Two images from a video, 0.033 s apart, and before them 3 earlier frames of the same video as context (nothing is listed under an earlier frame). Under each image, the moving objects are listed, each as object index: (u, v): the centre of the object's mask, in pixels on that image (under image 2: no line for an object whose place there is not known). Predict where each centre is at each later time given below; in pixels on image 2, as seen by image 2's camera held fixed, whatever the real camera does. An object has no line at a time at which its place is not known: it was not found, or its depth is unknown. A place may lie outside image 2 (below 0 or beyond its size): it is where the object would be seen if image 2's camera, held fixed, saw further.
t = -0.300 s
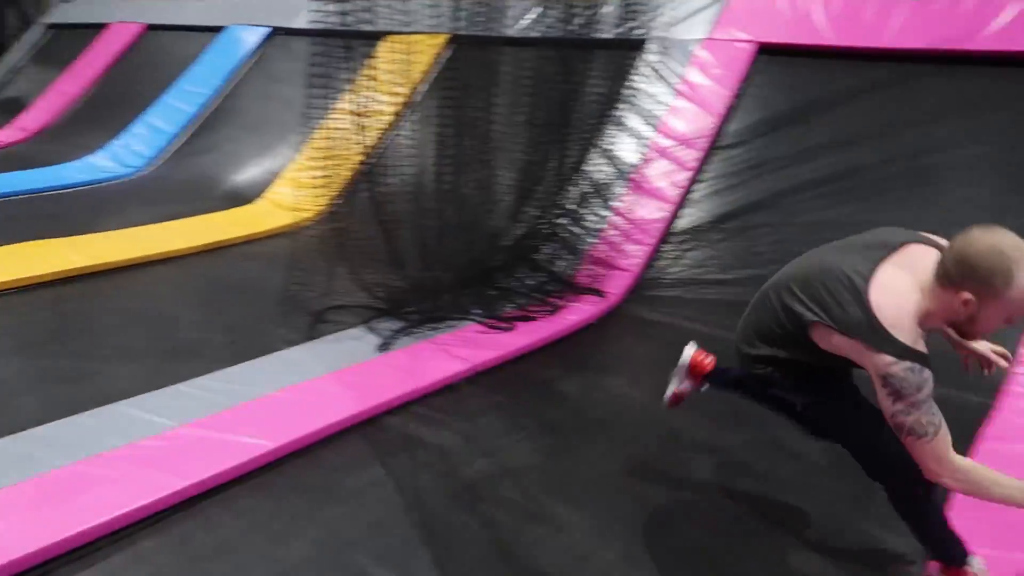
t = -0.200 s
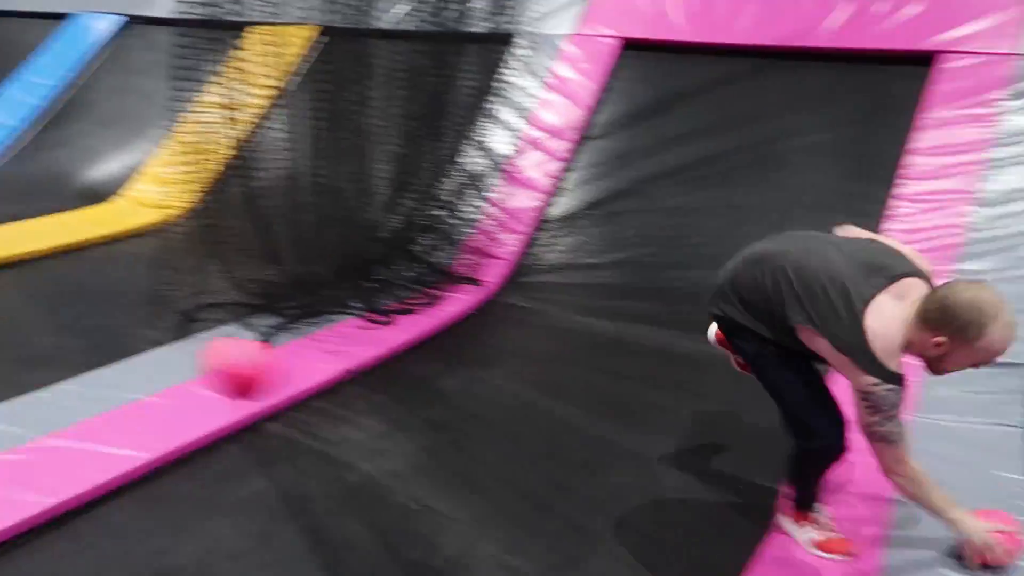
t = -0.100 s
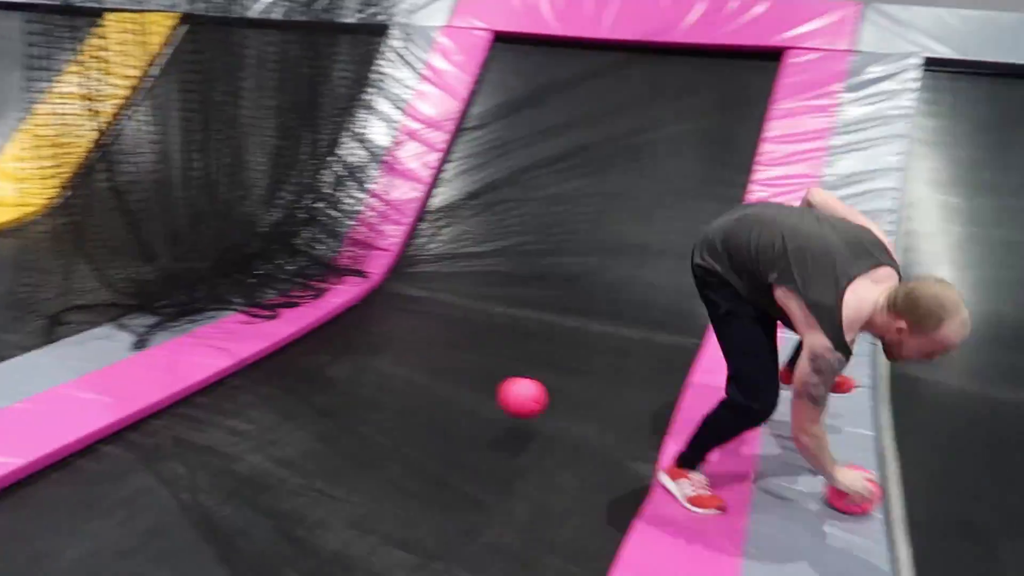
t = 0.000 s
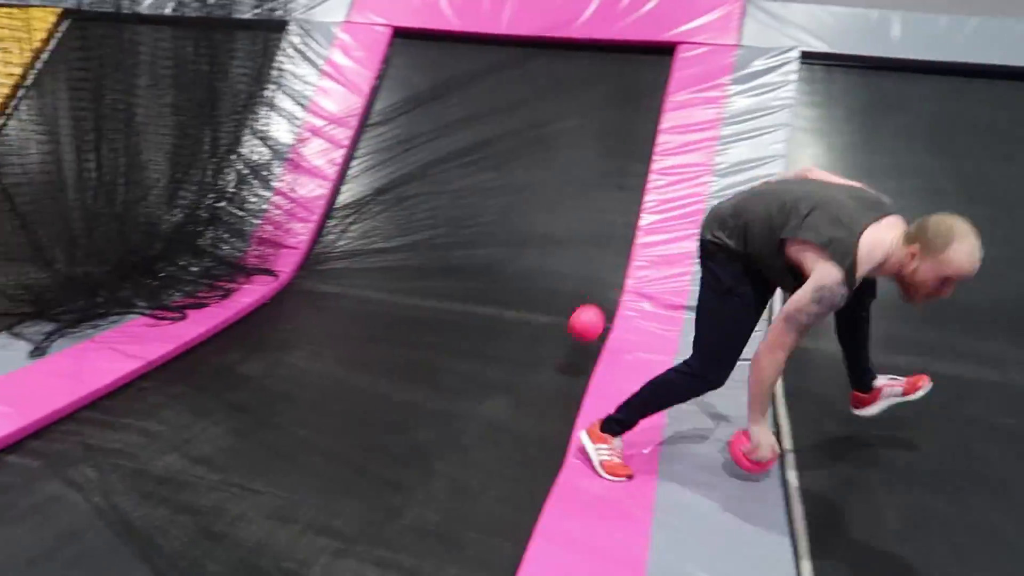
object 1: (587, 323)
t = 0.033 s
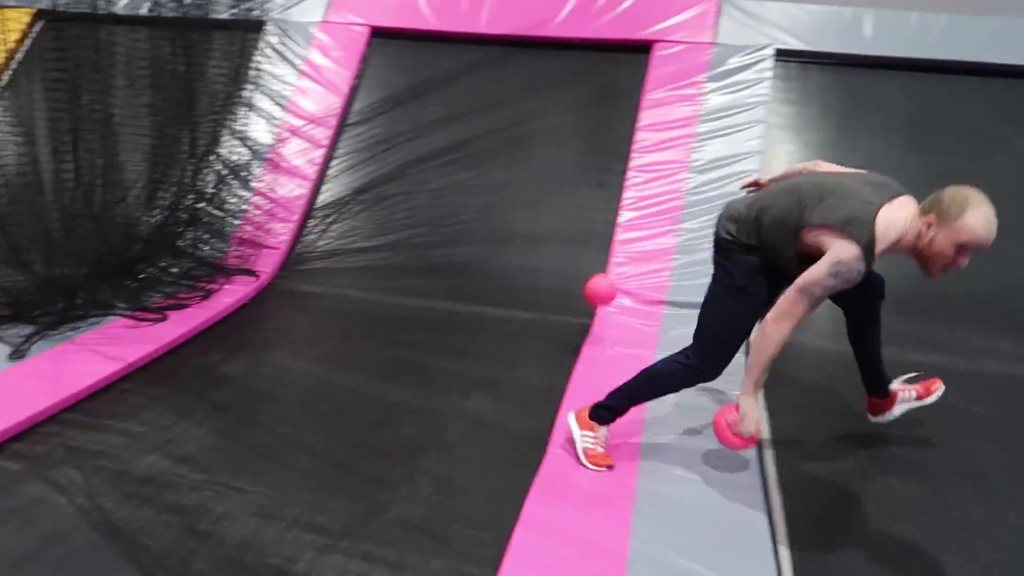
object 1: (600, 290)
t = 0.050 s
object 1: (616, 278)
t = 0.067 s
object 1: (632, 266)
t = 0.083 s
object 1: (646, 256)
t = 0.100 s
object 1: (661, 246)
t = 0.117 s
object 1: (674, 238)
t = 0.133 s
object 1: (687, 231)
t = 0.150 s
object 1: (699, 225)
